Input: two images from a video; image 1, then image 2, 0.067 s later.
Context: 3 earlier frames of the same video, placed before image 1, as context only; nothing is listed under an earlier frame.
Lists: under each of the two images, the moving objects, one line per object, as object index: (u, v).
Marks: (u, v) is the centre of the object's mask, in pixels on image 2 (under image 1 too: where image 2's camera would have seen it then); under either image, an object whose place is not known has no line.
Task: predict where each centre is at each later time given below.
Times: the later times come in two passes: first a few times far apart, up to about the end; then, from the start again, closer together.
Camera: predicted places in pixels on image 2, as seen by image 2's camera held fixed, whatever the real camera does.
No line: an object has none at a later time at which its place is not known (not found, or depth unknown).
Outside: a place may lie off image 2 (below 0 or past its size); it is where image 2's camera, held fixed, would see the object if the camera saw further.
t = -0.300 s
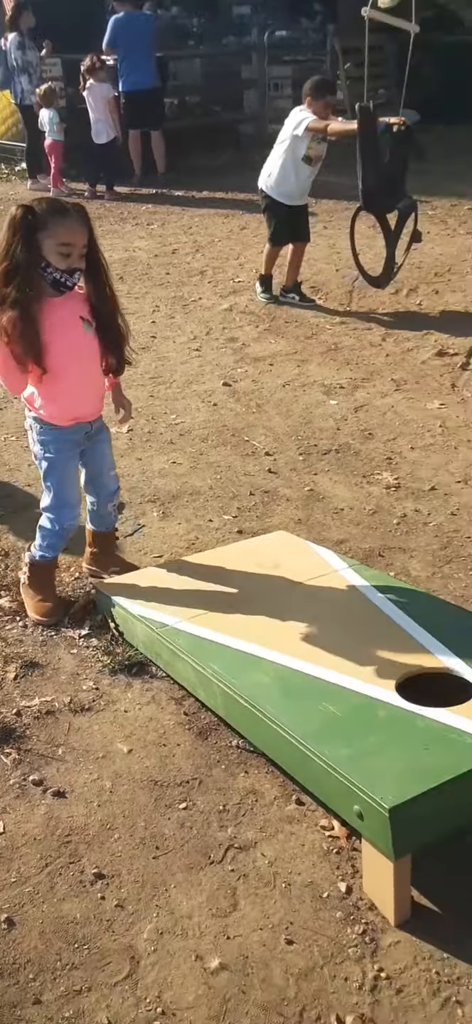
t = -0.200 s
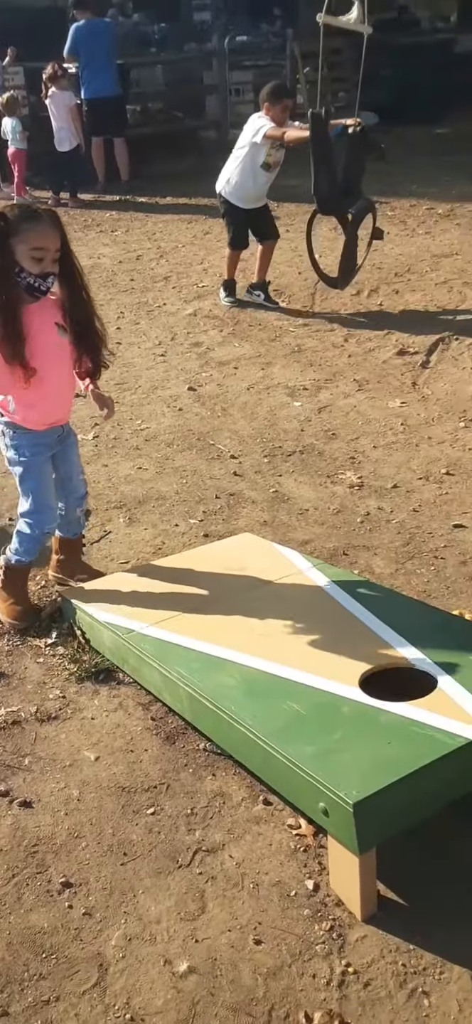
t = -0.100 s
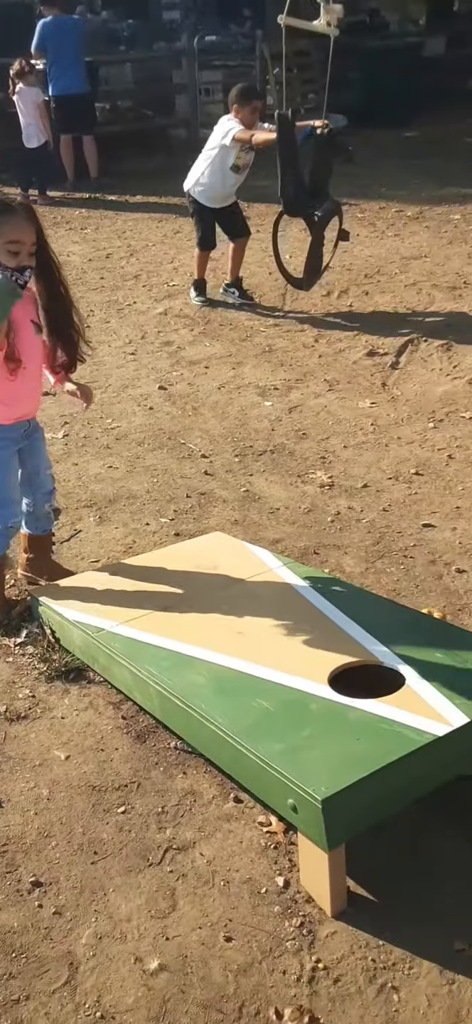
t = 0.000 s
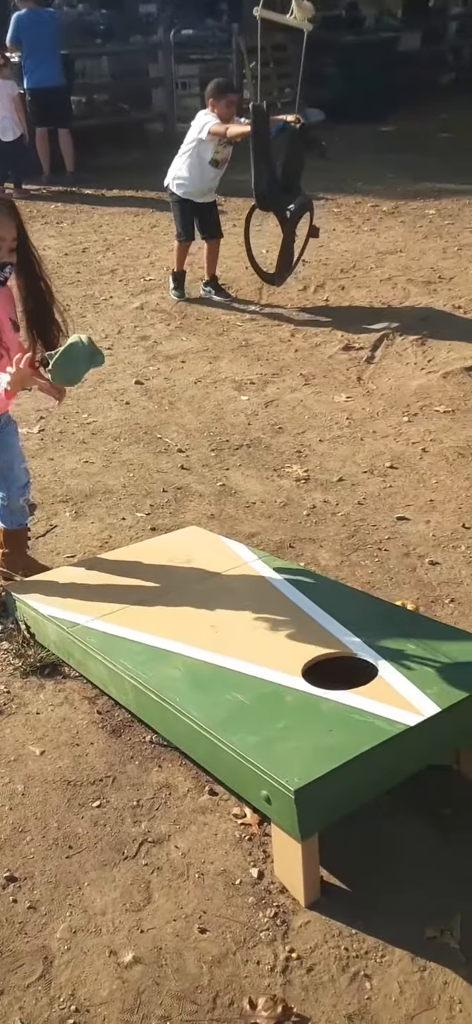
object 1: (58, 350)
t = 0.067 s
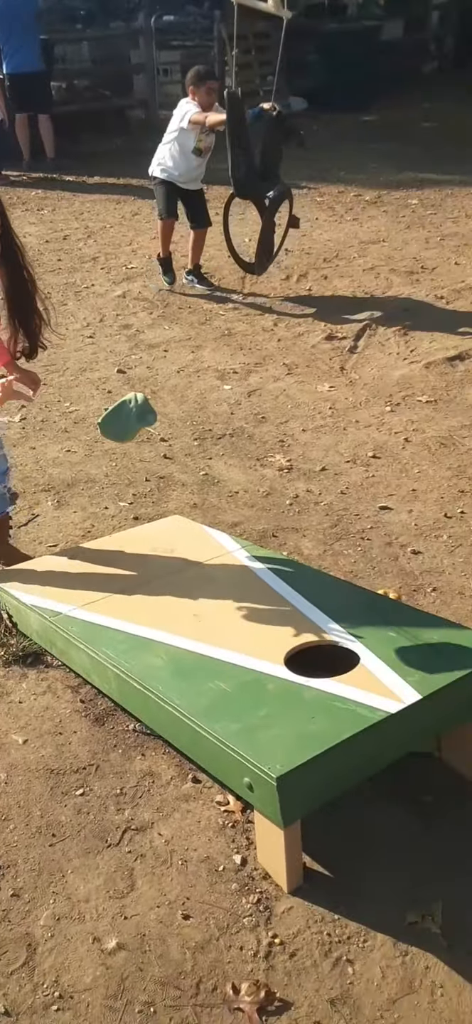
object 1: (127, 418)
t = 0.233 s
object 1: (291, 623)
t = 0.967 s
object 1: (325, 620)
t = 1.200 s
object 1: (326, 619)
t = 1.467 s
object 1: (326, 620)
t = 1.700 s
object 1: (325, 620)
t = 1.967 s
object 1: (324, 620)
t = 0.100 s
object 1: (163, 459)
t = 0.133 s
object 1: (199, 503)
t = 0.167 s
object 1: (234, 550)
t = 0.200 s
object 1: (269, 602)
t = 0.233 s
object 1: (291, 623)
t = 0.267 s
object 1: (301, 621)
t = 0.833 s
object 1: (324, 620)
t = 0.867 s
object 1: (324, 620)
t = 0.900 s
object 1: (325, 620)
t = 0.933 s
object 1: (325, 620)
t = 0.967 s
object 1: (325, 620)
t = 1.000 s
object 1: (325, 620)
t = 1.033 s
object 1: (325, 619)
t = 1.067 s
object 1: (325, 619)
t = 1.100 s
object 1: (325, 619)
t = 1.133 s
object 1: (325, 619)
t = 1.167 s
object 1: (326, 619)
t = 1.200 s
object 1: (326, 619)
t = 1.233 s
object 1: (326, 619)
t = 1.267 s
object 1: (326, 619)
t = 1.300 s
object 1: (326, 619)
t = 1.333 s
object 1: (325, 619)
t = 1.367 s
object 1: (325, 620)
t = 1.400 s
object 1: (325, 620)
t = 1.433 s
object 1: (325, 620)
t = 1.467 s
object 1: (326, 620)
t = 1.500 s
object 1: (326, 620)
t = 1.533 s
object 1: (326, 620)
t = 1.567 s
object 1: (326, 620)
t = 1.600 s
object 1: (325, 620)
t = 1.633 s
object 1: (325, 620)
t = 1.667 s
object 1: (325, 620)
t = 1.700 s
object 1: (325, 620)
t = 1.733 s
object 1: (325, 620)
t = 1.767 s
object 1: (325, 620)
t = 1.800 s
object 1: (325, 620)
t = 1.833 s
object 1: (326, 620)
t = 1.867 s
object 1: (325, 620)
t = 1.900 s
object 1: (325, 621)
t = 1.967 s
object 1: (324, 620)
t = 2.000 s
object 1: (324, 620)
